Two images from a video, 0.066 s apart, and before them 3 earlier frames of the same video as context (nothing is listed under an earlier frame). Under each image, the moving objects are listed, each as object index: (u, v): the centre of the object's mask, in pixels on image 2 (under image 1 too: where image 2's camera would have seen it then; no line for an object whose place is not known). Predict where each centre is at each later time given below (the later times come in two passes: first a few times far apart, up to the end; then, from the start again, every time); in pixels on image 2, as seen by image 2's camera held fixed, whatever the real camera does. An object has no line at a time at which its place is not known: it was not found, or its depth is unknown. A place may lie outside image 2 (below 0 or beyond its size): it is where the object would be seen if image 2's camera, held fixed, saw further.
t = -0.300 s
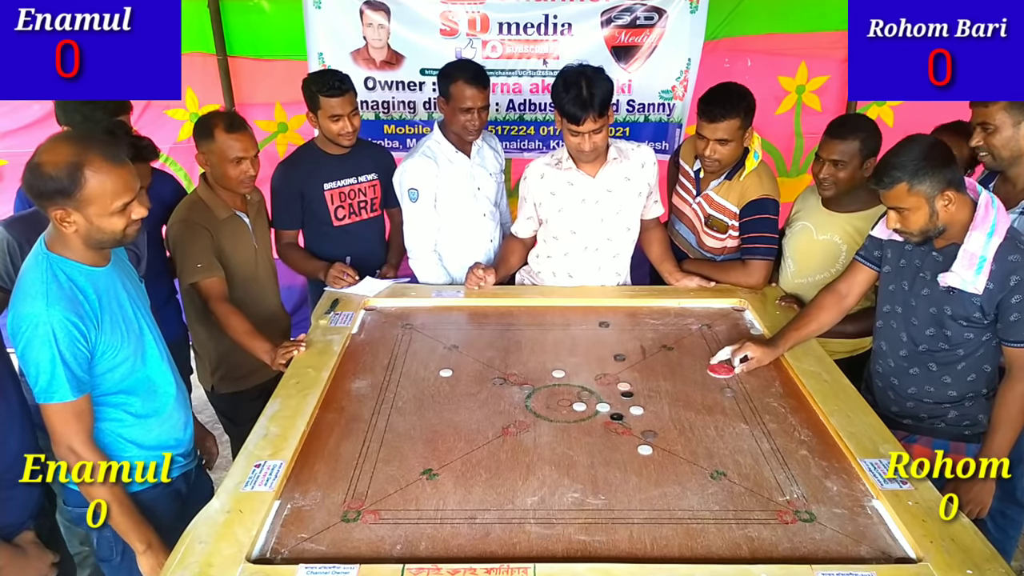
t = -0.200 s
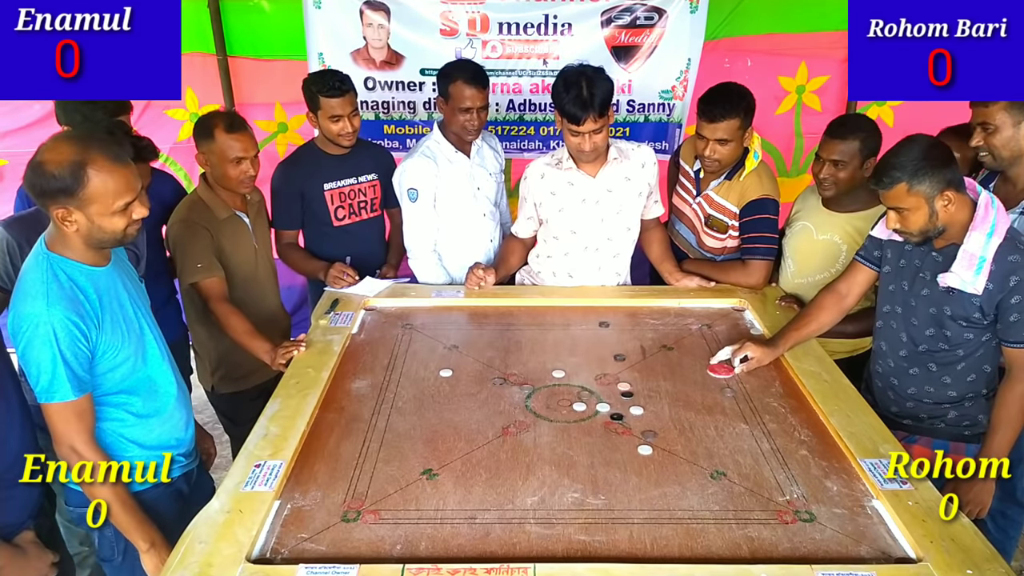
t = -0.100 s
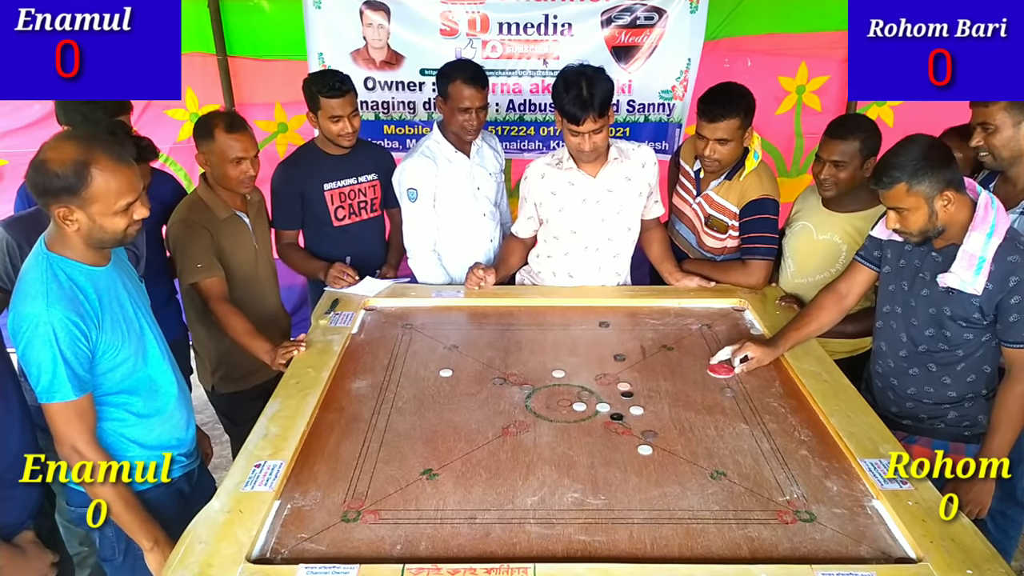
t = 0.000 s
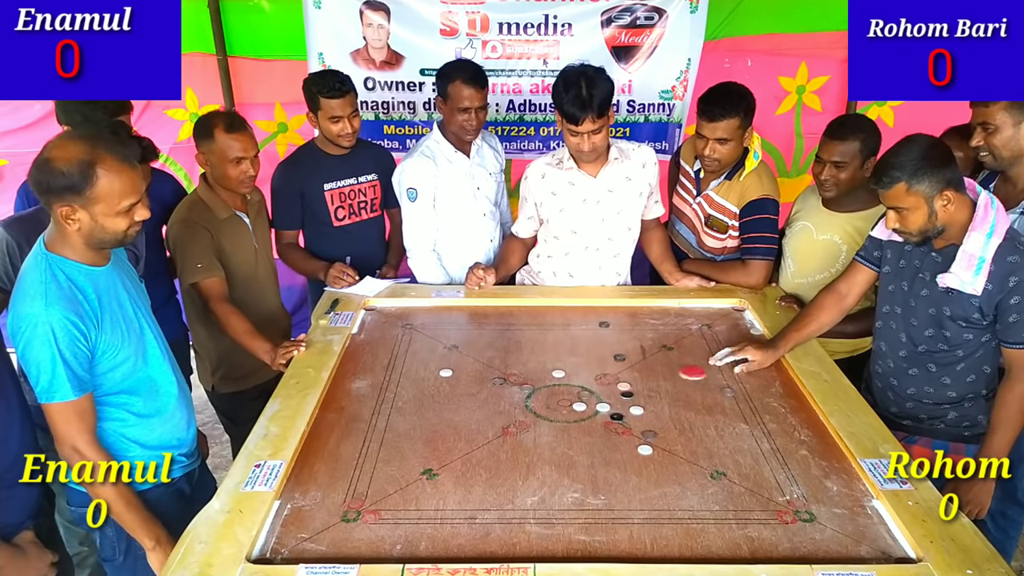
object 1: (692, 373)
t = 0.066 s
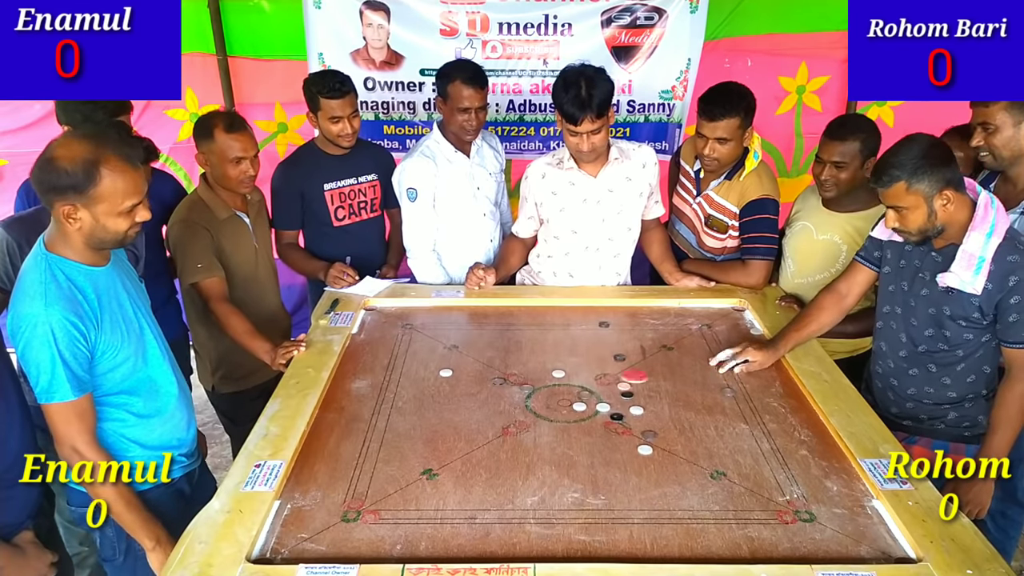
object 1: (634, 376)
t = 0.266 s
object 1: (505, 385)
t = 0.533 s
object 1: (424, 392)
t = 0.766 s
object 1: (390, 395)
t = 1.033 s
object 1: (388, 395)
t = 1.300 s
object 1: (388, 395)
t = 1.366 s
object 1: (388, 395)
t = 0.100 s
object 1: (607, 377)
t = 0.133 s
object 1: (579, 378)
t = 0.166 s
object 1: (555, 381)
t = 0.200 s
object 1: (535, 383)
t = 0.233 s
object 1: (518, 384)
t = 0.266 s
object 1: (505, 385)
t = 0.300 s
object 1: (492, 386)
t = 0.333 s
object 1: (481, 387)
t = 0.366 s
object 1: (470, 388)
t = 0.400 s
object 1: (460, 389)
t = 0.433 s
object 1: (449, 389)
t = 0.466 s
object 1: (441, 390)
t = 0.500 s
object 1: (432, 391)
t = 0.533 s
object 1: (424, 392)
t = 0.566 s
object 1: (417, 392)
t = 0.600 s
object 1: (410, 393)
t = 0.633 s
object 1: (404, 393)
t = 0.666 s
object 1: (399, 394)
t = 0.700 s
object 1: (395, 394)
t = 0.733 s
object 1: (392, 395)
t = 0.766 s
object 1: (390, 395)
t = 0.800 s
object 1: (389, 395)
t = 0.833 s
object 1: (388, 395)
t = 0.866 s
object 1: (388, 395)
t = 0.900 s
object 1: (388, 395)
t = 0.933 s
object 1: (388, 395)
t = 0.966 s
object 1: (388, 395)
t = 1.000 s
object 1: (388, 395)
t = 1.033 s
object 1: (388, 395)
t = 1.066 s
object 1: (388, 395)
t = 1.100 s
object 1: (388, 395)
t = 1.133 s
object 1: (388, 395)
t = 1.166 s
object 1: (388, 395)
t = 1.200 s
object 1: (388, 395)
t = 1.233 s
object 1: (388, 395)
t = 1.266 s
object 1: (388, 395)
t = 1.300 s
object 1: (388, 395)
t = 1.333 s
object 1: (388, 395)
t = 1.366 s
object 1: (388, 395)
